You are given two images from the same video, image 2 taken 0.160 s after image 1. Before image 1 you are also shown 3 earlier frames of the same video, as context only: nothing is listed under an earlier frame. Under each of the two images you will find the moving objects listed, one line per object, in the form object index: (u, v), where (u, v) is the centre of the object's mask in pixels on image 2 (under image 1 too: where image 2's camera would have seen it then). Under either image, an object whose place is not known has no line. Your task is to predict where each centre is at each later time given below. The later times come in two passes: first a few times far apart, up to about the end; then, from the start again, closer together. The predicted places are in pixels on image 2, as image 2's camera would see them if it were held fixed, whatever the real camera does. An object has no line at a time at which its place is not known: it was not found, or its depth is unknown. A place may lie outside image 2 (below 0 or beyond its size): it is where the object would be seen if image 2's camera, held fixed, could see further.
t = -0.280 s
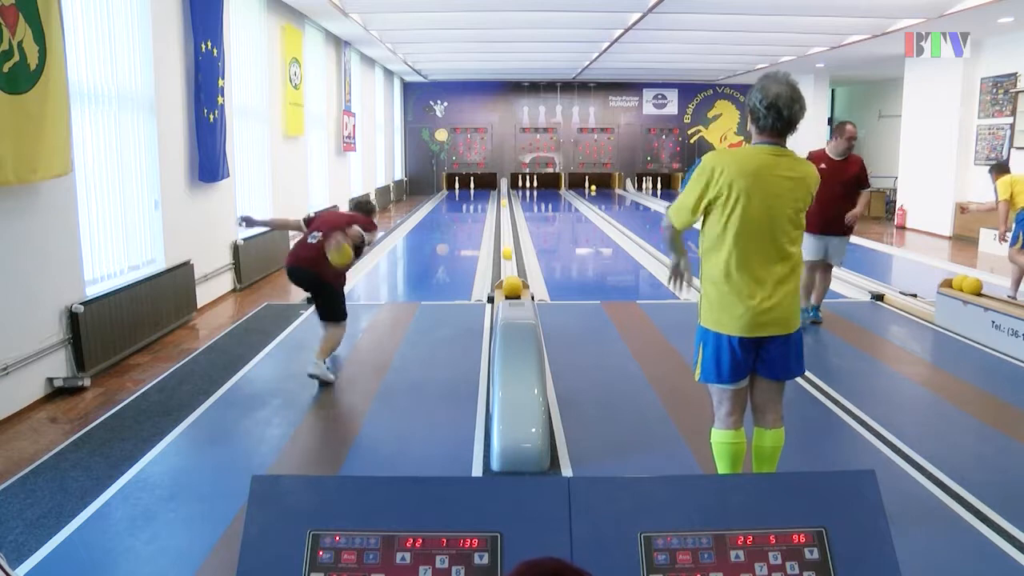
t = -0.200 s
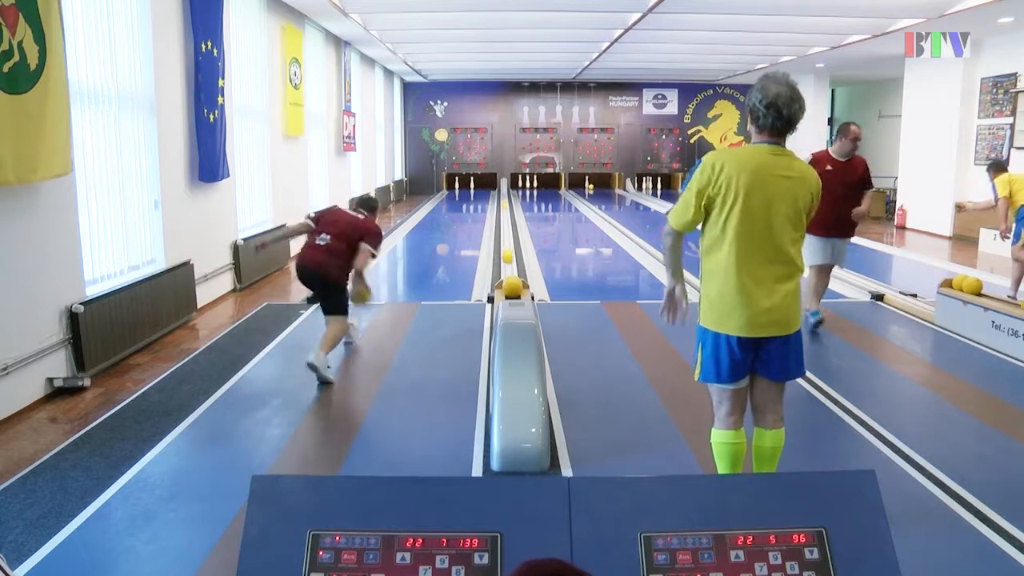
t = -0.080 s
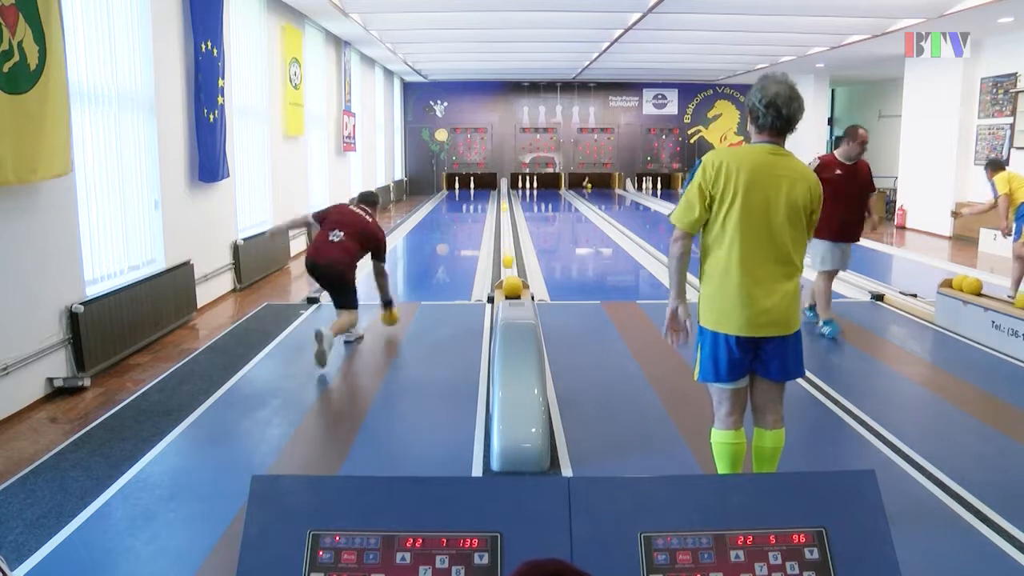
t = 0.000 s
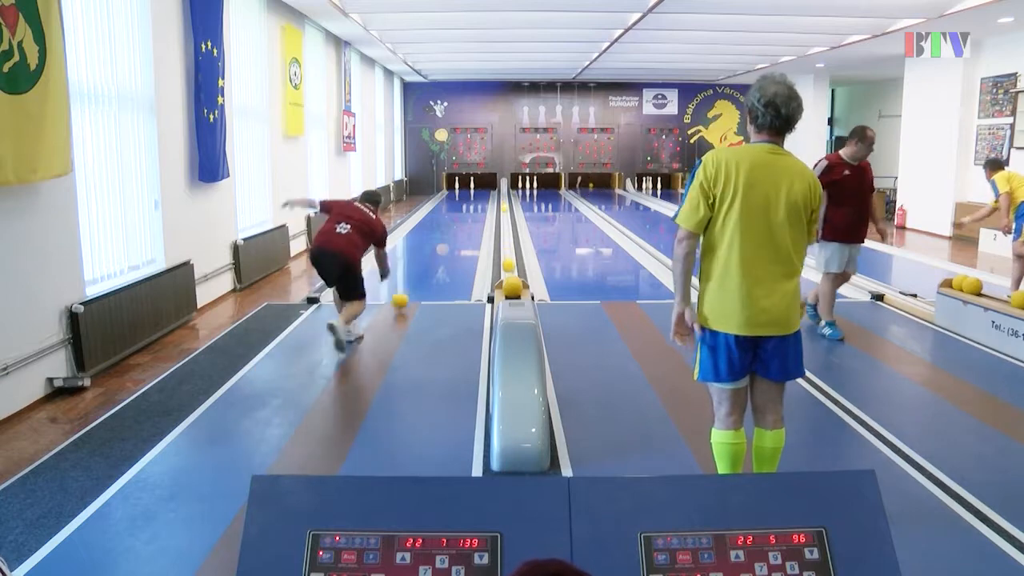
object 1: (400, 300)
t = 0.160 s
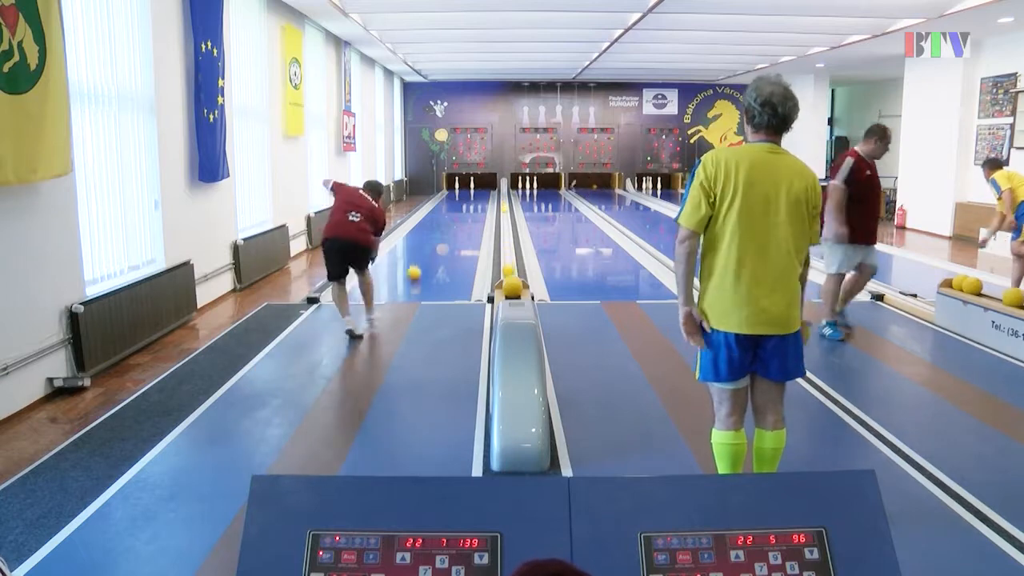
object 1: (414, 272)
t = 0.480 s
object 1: (430, 238)
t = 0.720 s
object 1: (438, 223)
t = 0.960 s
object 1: (443, 212)
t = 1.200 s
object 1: (446, 203)
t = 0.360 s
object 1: (425, 249)
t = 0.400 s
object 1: (427, 245)
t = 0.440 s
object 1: (428, 242)
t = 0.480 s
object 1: (430, 238)
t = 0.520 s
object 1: (431, 236)
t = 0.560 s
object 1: (433, 233)
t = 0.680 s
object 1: (437, 225)
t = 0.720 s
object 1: (438, 223)
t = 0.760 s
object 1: (439, 221)
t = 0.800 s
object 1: (440, 219)
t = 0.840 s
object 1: (440, 217)
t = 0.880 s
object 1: (441, 215)
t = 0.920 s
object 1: (442, 214)
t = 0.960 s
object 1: (443, 212)
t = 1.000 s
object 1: (443, 210)
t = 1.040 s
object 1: (444, 209)
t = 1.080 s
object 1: (445, 208)
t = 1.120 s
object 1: (445, 206)
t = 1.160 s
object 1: (446, 204)
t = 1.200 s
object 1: (446, 203)
